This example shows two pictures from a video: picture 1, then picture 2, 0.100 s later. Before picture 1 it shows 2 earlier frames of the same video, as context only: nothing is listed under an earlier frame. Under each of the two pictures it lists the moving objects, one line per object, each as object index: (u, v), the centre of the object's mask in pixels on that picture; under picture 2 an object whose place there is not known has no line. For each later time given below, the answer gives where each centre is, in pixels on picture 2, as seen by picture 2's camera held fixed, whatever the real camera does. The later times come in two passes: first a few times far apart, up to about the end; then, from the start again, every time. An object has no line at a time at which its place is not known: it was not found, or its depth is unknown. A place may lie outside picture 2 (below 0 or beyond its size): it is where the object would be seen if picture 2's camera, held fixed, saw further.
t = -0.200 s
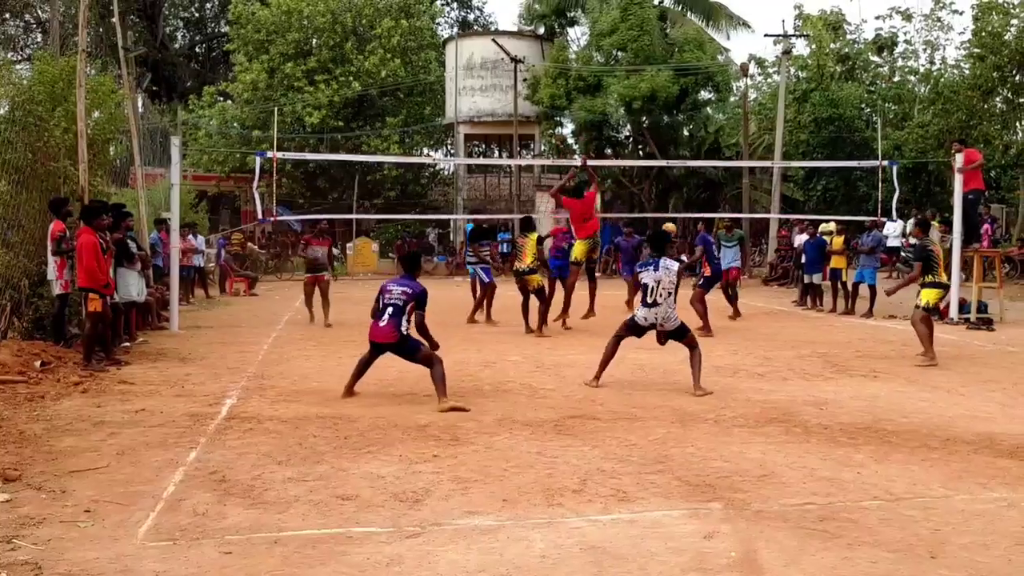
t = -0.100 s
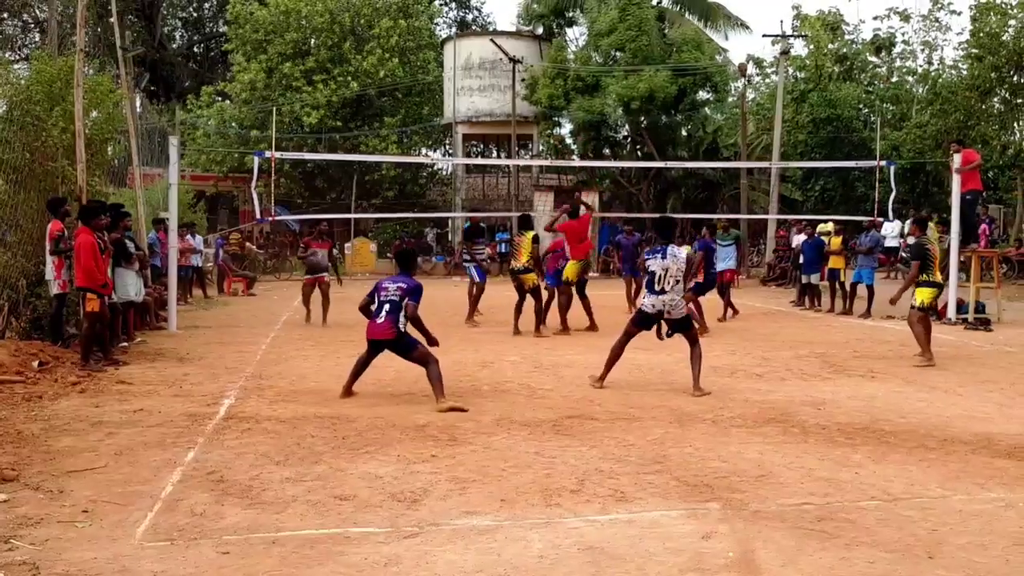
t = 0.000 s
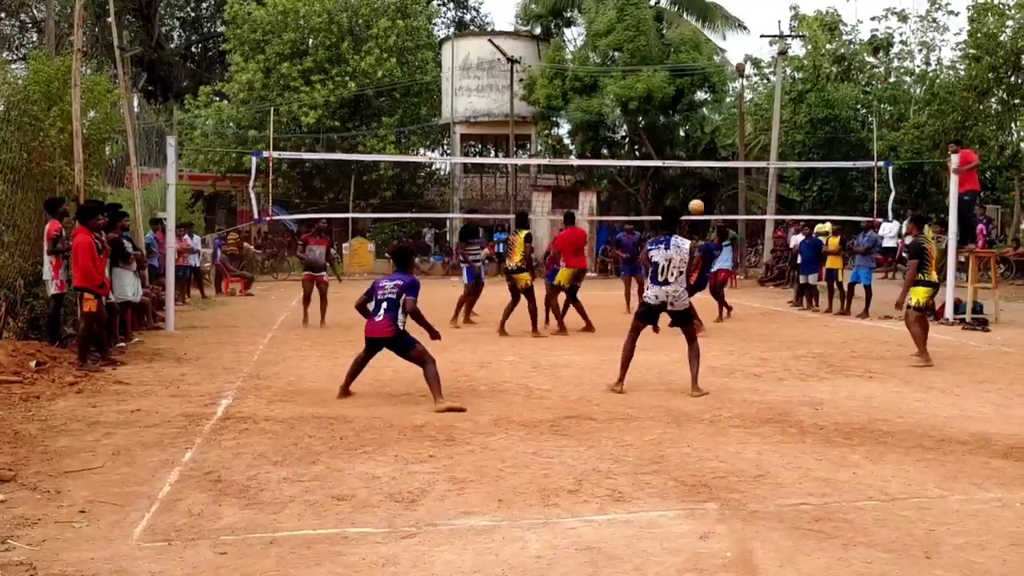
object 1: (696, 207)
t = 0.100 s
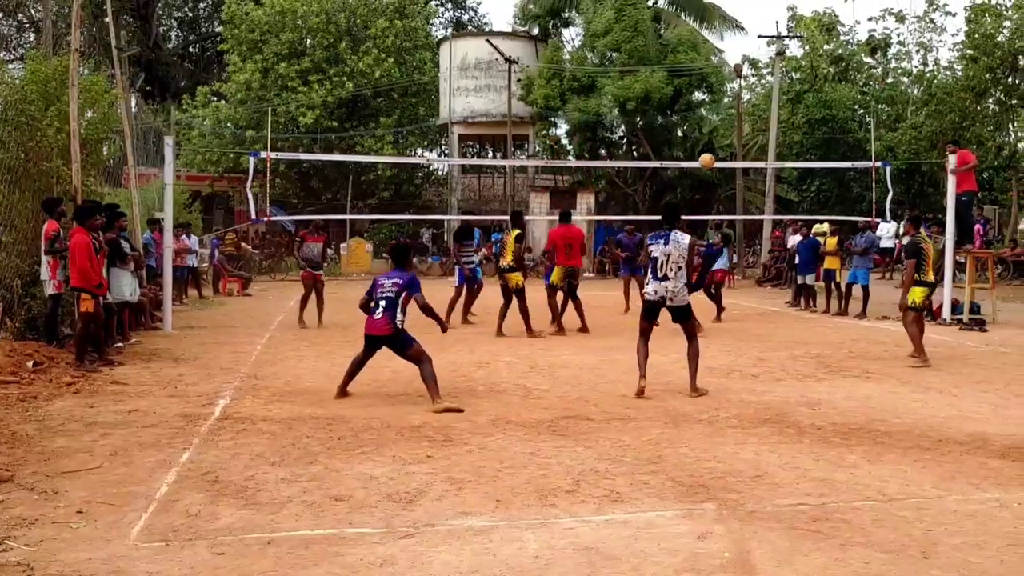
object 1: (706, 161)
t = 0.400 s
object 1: (747, 52)
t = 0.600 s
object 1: (775, 8)
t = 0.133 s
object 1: (710, 147)
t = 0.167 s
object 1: (715, 133)
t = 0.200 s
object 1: (720, 120)
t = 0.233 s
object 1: (724, 107)
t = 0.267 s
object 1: (728, 95)
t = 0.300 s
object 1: (732, 83)
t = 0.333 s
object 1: (738, 71)
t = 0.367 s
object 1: (740, 63)
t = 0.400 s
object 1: (747, 52)
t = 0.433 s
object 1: (751, 43)
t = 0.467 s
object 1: (756, 34)
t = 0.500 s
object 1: (761, 27)
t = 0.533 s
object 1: (766, 19)
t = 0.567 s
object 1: (770, 13)
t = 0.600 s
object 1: (775, 8)
